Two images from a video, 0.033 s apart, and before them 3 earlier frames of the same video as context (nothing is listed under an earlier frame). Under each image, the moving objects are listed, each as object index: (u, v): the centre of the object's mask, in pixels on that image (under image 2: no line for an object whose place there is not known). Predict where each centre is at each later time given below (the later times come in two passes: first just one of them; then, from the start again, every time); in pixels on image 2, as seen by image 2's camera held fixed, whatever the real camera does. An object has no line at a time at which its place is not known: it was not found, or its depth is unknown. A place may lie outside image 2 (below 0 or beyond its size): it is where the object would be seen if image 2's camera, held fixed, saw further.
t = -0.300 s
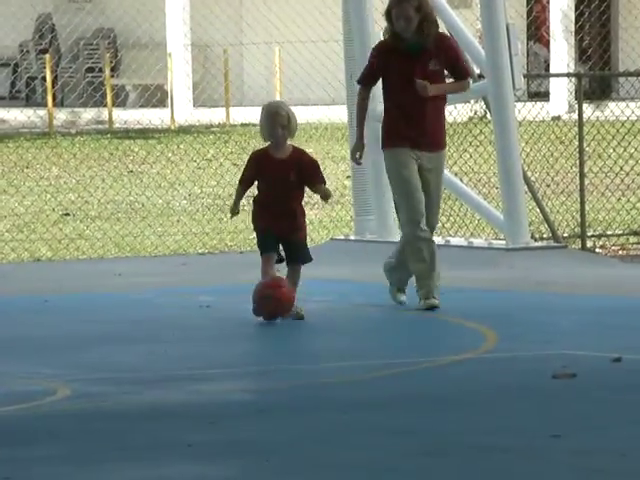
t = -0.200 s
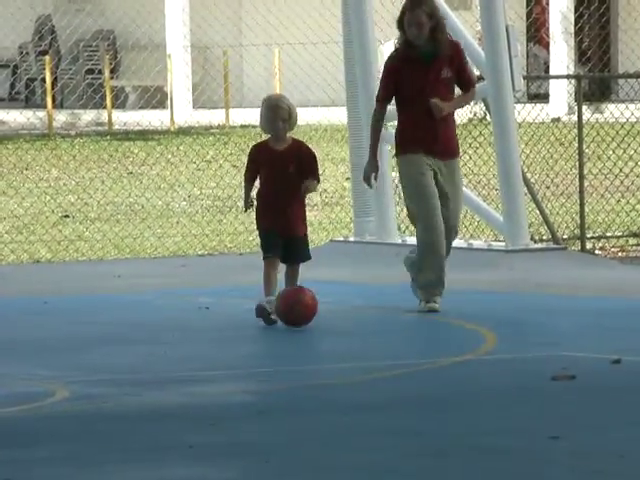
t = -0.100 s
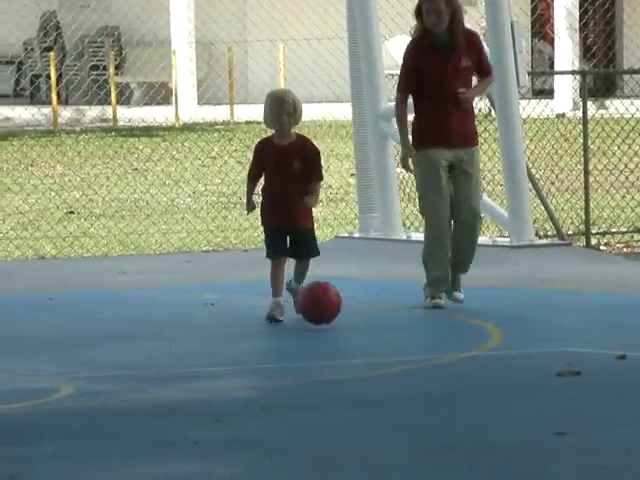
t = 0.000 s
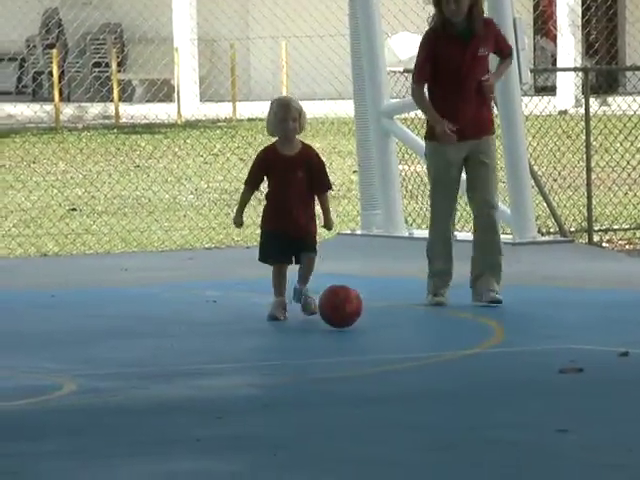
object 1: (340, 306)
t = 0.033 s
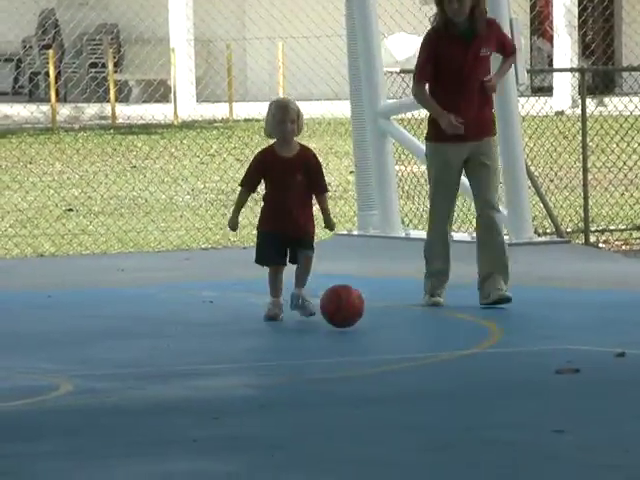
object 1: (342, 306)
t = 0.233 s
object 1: (373, 312)
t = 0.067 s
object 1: (347, 307)
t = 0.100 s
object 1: (352, 310)
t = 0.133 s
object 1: (358, 309)
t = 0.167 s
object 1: (363, 309)
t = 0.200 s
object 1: (368, 312)
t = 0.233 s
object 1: (373, 312)
